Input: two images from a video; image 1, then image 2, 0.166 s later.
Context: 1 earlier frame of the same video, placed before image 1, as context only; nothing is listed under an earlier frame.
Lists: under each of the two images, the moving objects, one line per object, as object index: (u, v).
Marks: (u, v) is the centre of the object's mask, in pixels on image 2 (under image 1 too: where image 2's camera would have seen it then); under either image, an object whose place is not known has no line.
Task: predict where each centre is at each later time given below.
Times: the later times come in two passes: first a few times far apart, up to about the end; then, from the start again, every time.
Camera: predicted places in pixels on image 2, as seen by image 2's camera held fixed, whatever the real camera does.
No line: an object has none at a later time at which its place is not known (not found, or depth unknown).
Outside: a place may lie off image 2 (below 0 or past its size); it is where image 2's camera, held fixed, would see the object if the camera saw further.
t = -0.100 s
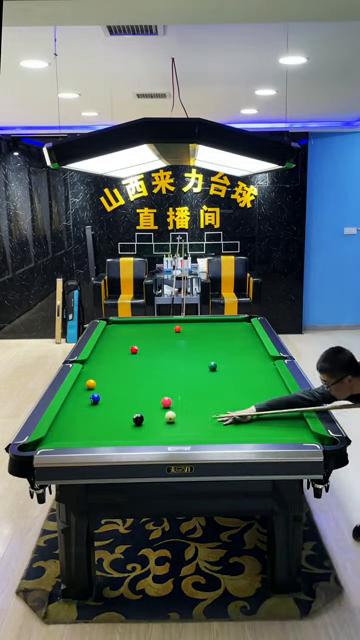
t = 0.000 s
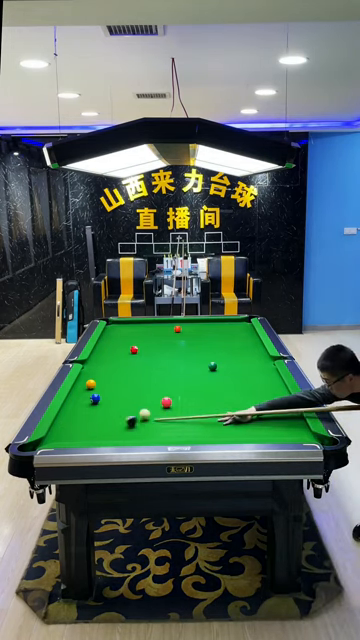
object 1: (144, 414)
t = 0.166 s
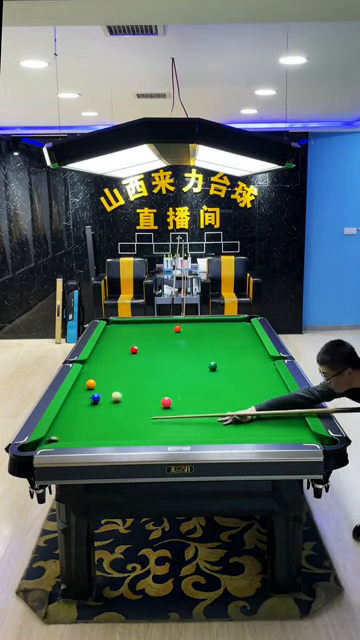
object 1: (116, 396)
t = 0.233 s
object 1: (110, 391)
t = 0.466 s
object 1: (101, 374)
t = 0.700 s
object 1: (106, 362)
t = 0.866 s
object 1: (109, 355)
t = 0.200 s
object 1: (113, 393)
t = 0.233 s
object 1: (110, 391)
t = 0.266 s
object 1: (107, 388)
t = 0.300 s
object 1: (105, 385)
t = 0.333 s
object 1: (103, 383)
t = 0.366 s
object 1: (102, 381)
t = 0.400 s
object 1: (101, 378)
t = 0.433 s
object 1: (101, 376)
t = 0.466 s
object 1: (101, 374)
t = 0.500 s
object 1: (101, 372)
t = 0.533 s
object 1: (102, 371)
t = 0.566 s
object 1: (103, 369)
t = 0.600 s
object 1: (104, 368)
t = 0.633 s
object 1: (104, 366)
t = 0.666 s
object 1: (105, 364)
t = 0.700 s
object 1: (106, 362)
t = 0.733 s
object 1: (106, 361)
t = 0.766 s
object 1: (107, 359)
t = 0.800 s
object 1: (108, 358)
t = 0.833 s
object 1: (108, 356)
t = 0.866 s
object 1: (109, 355)
